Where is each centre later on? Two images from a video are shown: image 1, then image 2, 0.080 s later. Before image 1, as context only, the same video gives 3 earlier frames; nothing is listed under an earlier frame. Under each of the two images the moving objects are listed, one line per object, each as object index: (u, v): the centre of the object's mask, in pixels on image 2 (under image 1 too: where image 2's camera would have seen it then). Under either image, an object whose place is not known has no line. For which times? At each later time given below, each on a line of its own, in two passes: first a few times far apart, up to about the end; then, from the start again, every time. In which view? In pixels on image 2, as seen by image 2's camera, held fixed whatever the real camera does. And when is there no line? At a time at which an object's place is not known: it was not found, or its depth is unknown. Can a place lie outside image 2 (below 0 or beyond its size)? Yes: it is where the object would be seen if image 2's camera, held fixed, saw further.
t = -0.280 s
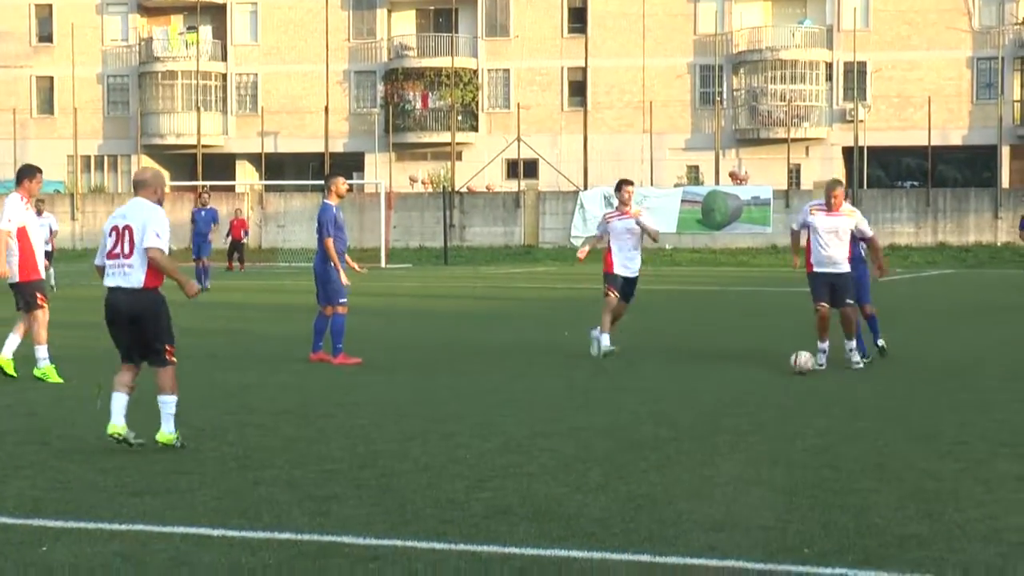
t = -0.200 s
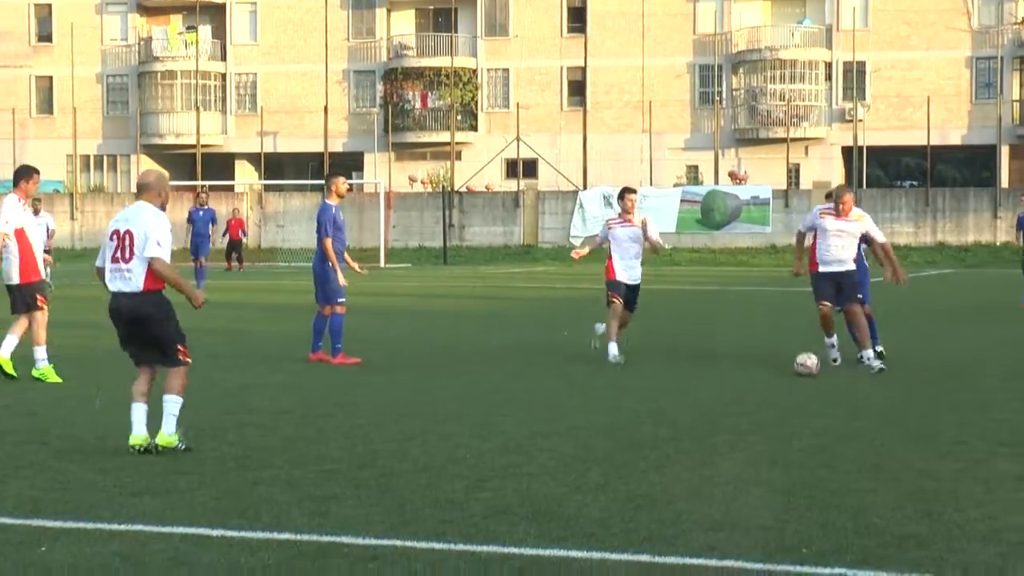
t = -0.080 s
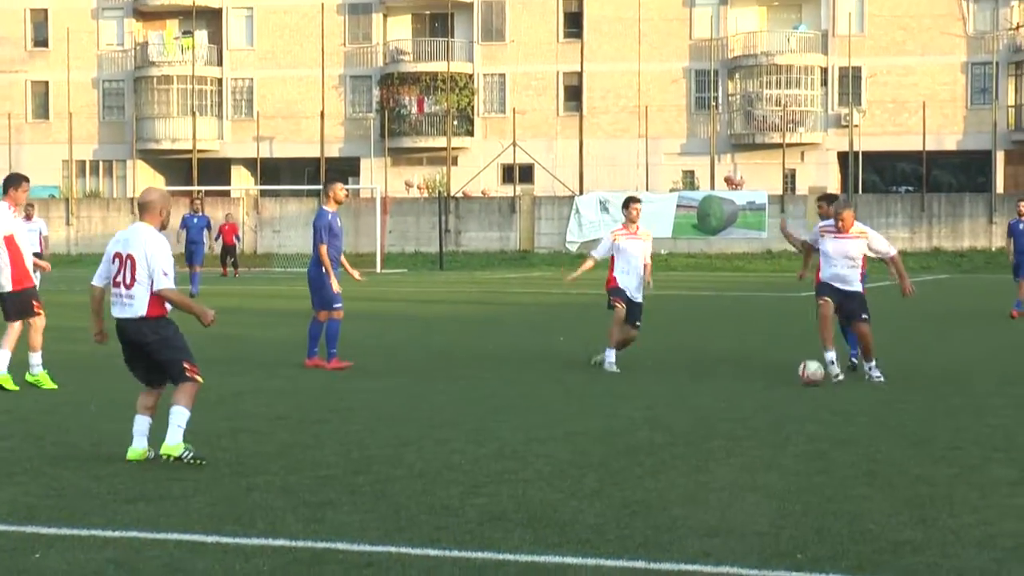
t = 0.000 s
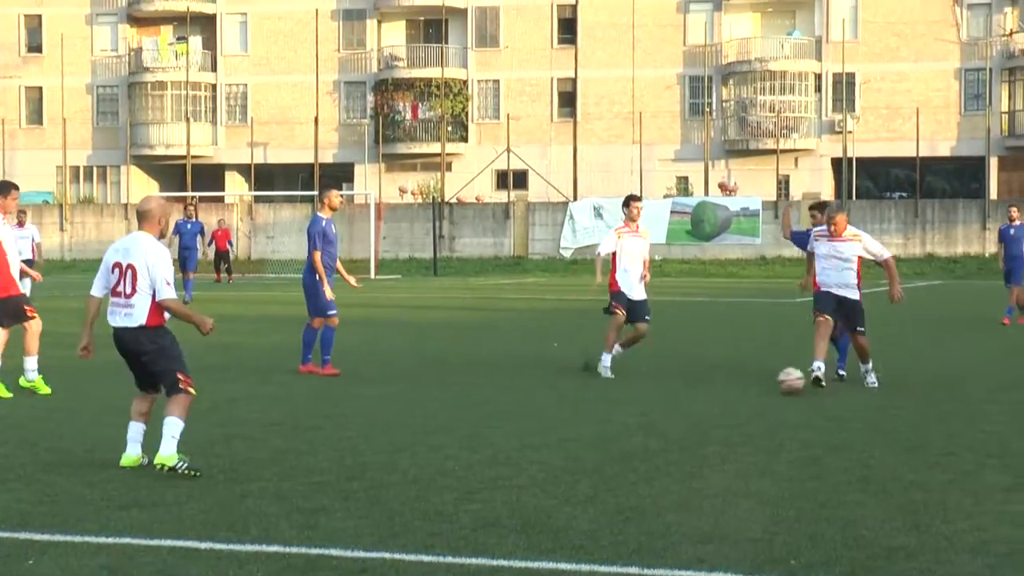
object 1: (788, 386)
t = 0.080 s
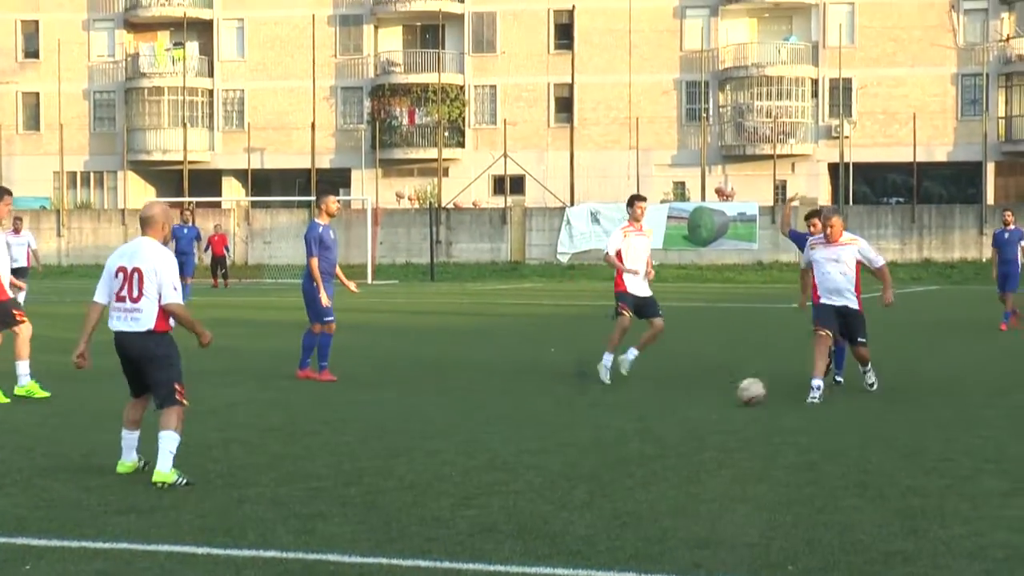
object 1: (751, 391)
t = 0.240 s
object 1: (686, 400)
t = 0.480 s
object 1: (604, 409)
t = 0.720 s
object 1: (528, 424)
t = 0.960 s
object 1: (447, 434)
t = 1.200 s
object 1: (358, 443)
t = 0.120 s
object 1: (733, 394)
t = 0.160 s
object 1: (718, 394)
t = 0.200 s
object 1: (703, 396)
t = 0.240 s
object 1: (686, 400)
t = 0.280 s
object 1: (671, 402)
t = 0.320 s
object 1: (657, 402)
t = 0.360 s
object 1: (643, 405)
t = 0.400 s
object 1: (628, 408)
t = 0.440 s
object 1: (616, 408)
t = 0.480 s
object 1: (604, 409)
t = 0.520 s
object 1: (590, 412)
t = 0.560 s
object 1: (577, 416)
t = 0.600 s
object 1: (566, 416)
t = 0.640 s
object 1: (553, 417)
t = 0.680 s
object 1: (540, 420)
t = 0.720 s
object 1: (528, 424)
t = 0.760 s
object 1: (516, 422)
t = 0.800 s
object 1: (502, 424)
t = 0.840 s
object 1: (489, 428)
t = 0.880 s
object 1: (475, 429)
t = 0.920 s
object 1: (461, 430)
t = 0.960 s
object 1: (447, 434)
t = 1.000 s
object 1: (432, 437)
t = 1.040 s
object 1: (419, 435)
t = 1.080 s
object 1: (404, 435)
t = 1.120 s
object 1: (388, 440)
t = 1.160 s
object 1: (373, 443)
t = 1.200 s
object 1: (358, 443)
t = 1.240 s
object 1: (341, 446)
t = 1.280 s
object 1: (325, 449)
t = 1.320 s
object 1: (309, 450)
